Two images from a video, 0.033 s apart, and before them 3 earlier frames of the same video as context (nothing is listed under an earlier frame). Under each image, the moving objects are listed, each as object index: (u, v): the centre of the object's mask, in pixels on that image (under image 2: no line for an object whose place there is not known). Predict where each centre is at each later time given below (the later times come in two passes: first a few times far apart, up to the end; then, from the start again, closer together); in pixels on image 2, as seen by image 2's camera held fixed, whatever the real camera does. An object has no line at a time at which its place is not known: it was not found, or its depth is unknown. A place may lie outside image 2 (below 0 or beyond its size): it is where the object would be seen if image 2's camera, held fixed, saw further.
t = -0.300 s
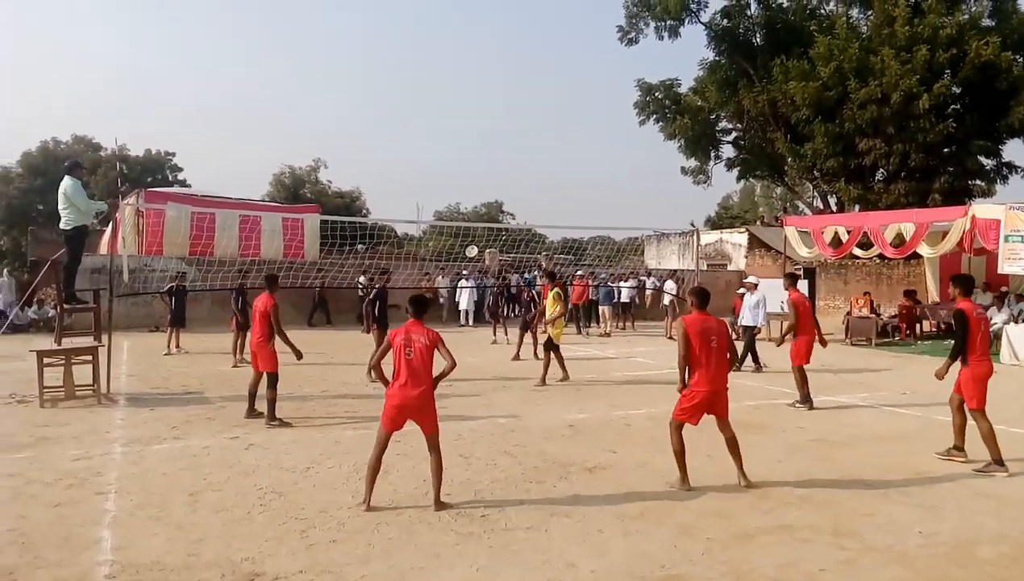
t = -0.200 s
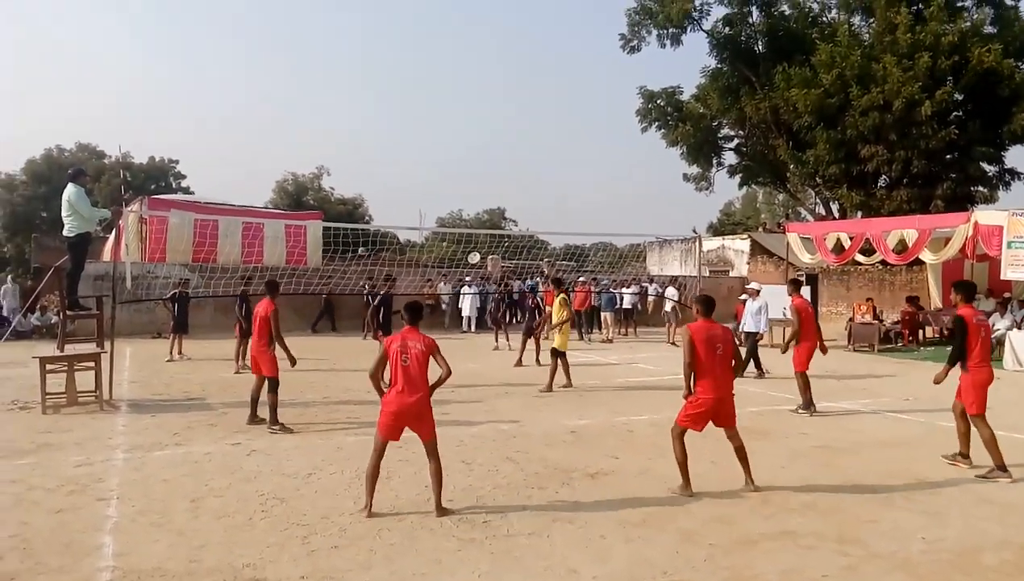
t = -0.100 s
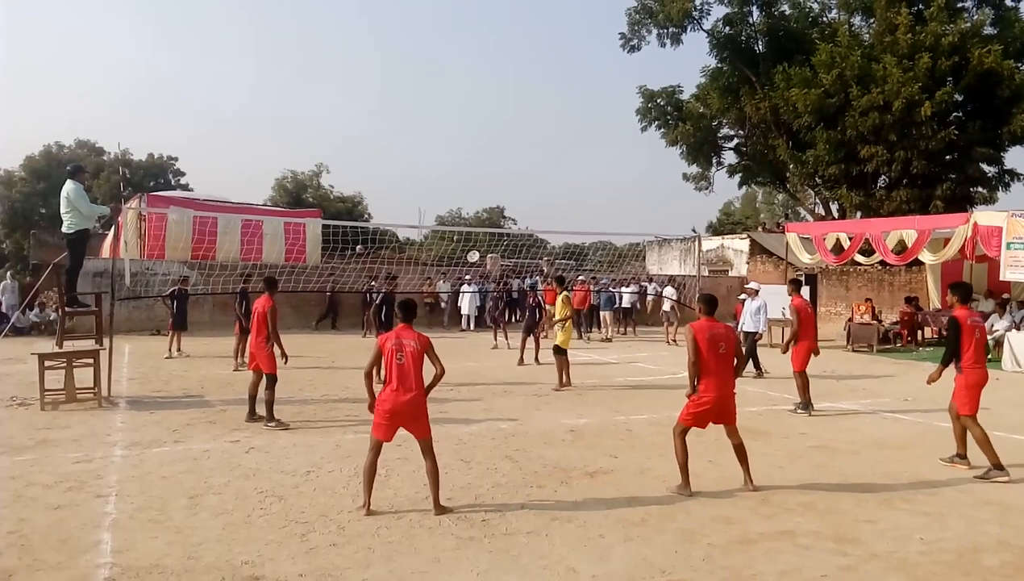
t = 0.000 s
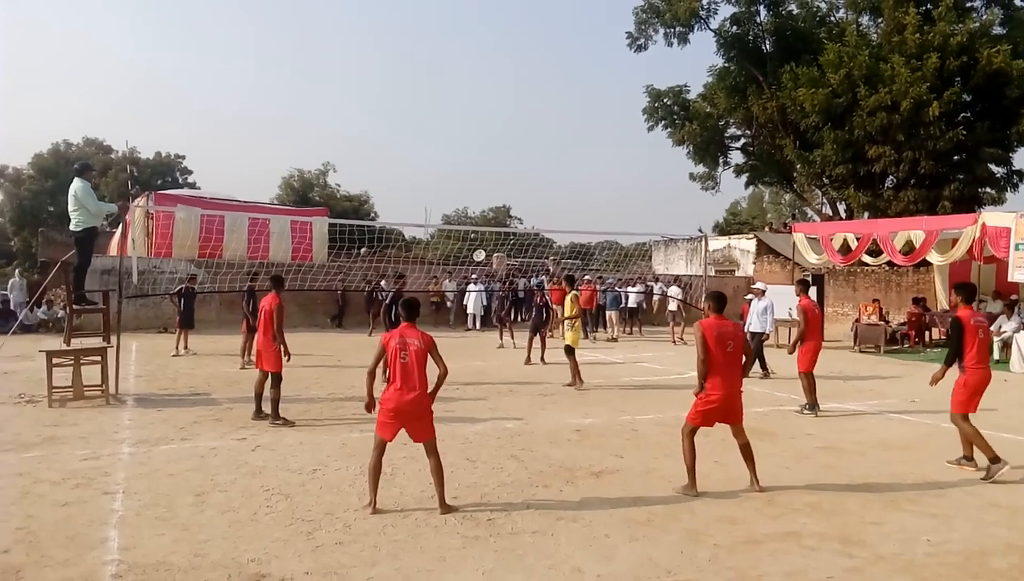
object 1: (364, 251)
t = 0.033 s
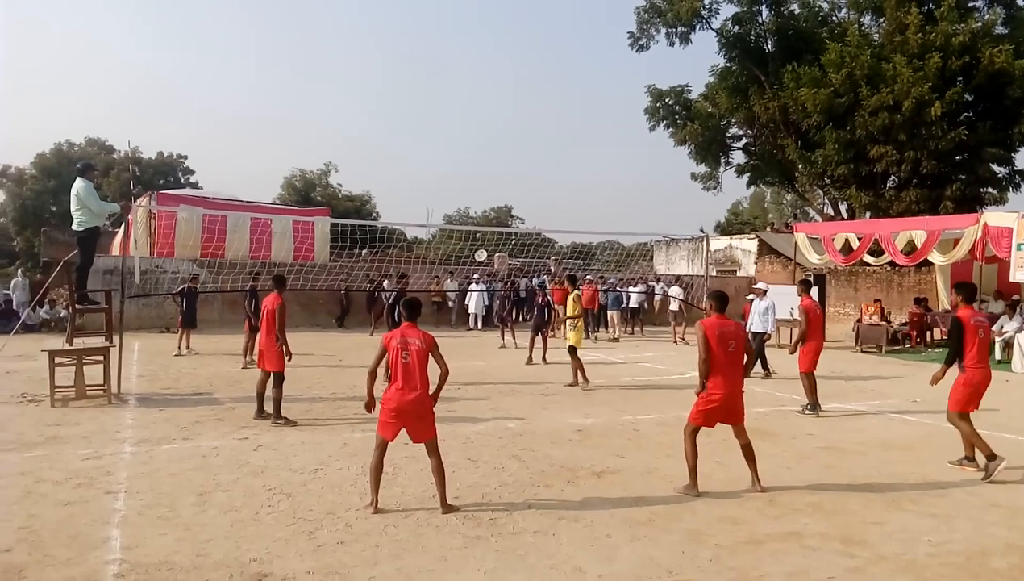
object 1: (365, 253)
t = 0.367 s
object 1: (374, 196)
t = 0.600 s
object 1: (389, 161)
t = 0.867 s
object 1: (418, 151)
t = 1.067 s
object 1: (450, 182)
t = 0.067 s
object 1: (364, 257)
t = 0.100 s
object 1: (366, 253)
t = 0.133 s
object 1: (366, 242)
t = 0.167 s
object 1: (368, 235)
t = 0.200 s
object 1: (371, 228)
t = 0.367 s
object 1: (374, 196)
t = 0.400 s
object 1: (375, 190)
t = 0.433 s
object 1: (378, 184)
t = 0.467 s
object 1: (380, 179)
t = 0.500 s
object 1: (382, 174)
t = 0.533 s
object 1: (384, 169)
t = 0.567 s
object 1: (387, 165)
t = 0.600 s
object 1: (389, 161)
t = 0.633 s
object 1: (392, 158)
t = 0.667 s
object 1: (396, 155)
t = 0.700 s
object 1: (399, 153)
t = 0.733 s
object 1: (403, 151)
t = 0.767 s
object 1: (406, 150)
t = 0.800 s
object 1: (410, 149)
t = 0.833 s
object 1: (414, 150)
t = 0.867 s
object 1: (418, 151)
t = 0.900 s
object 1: (423, 153)
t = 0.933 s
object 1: (428, 157)
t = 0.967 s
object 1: (432, 161)
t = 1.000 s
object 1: (437, 167)
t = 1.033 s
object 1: (444, 174)
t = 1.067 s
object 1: (450, 182)
